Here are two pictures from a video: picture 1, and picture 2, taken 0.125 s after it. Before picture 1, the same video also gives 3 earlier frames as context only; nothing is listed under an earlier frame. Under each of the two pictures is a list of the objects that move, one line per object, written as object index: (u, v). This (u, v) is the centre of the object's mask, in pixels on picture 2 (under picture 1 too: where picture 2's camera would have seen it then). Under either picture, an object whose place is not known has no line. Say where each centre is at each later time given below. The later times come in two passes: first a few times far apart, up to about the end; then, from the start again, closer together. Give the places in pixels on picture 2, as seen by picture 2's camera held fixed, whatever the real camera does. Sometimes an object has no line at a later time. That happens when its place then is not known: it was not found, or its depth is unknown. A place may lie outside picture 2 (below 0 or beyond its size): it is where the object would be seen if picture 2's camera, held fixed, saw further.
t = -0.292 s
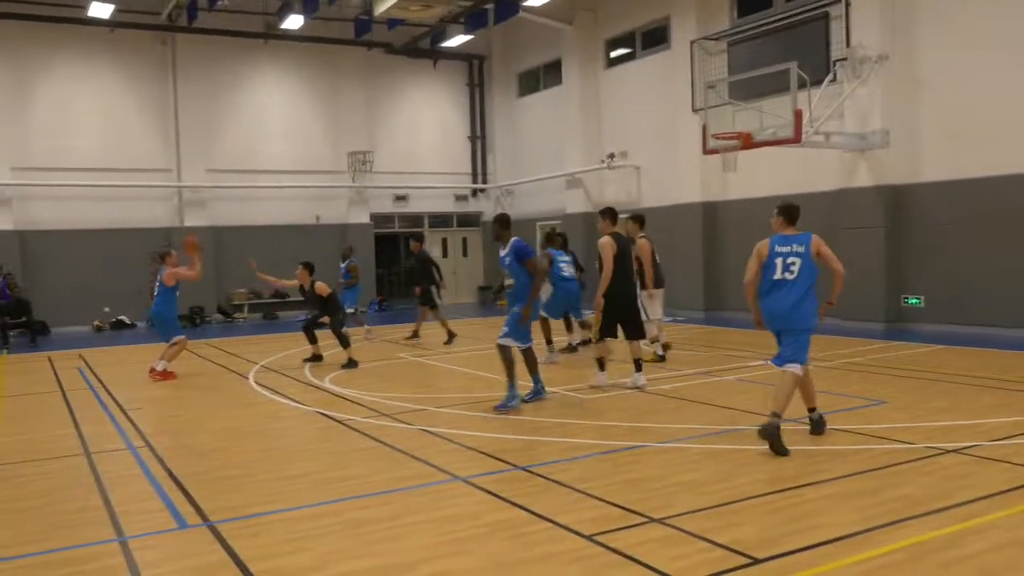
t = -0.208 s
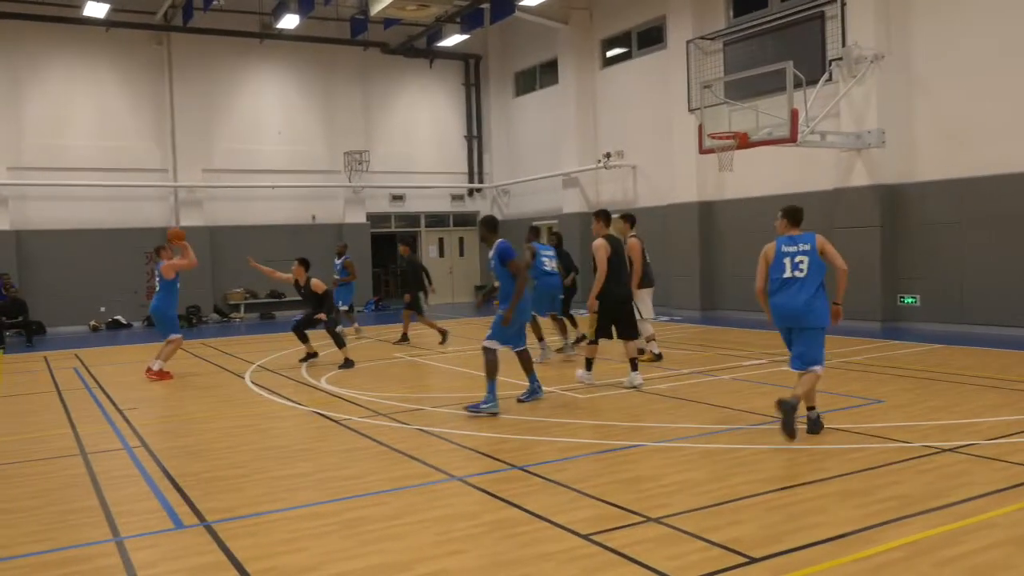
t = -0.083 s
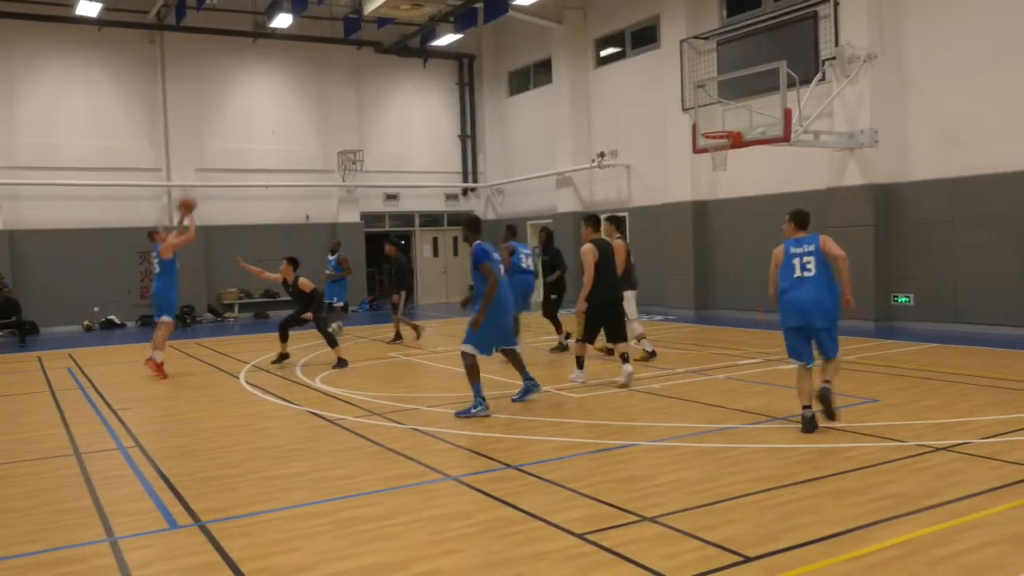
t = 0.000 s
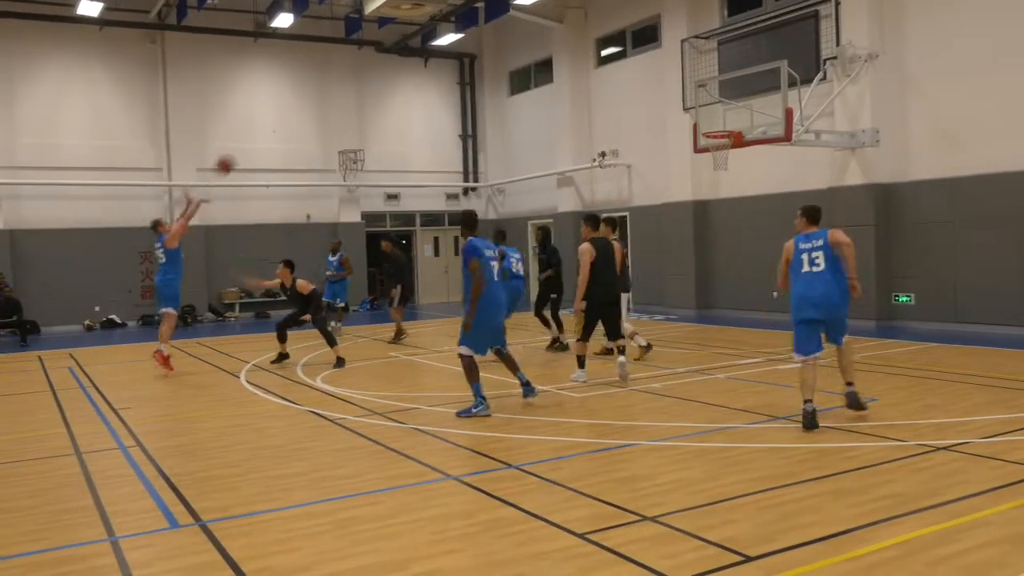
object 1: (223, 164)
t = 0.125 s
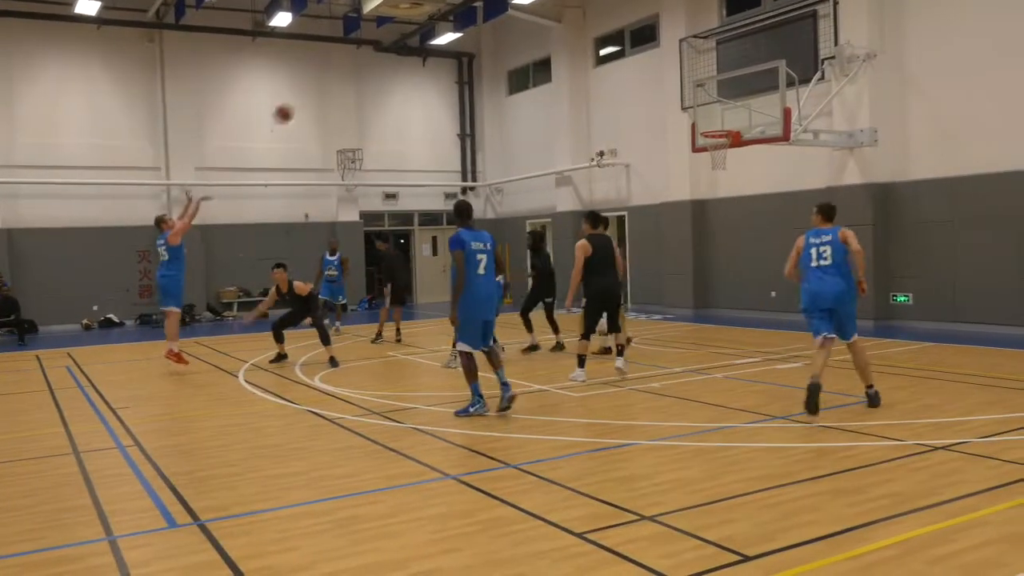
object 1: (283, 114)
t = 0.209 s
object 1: (323, 87)
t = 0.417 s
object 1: (419, 43)
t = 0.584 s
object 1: (492, 32)
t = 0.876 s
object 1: (616, 57)
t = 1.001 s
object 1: (668, 86)
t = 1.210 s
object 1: (709, 131)
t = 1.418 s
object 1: (737, 120)
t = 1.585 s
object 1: (727, 116)
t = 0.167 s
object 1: (303, 99)
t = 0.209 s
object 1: (323, 87)
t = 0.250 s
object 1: (342, 76)
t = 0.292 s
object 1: (362, 66)
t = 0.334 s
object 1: (381, 56)
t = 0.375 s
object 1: (400, 48)
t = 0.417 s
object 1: (419, 43)
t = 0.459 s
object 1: (439, 40)
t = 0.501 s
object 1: (456, 33)
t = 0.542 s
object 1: (473, 33)
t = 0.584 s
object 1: (492, 32)
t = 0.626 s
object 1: (510, 32)
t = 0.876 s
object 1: (616, 57)
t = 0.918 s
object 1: (635, 66)
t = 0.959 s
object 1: (652, 76)
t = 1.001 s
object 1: (668, 86)
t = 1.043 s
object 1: (686, 100)
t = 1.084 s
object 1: (703, 112)
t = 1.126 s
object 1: (719, 124)
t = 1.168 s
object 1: (718, 131)
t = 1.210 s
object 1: (709, 131)
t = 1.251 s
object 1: (708, 129)
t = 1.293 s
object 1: (715, 125)
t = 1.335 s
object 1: (723, 122)
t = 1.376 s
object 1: (729, 121)
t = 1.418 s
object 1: (737, 120)
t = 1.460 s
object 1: (735, 121)
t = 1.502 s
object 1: (732, 120)
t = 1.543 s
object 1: (729, 117)
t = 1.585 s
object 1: (727, 116)
